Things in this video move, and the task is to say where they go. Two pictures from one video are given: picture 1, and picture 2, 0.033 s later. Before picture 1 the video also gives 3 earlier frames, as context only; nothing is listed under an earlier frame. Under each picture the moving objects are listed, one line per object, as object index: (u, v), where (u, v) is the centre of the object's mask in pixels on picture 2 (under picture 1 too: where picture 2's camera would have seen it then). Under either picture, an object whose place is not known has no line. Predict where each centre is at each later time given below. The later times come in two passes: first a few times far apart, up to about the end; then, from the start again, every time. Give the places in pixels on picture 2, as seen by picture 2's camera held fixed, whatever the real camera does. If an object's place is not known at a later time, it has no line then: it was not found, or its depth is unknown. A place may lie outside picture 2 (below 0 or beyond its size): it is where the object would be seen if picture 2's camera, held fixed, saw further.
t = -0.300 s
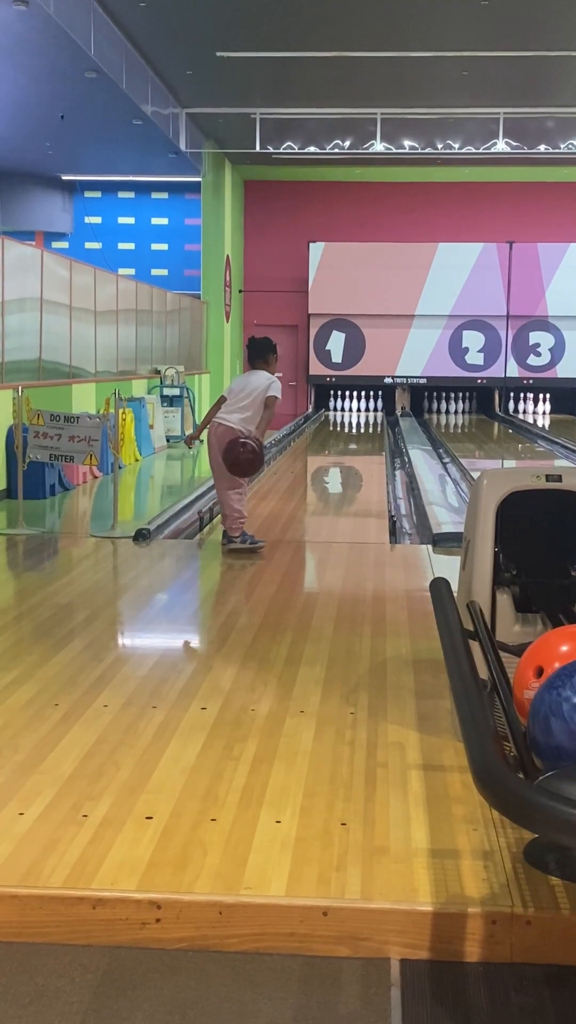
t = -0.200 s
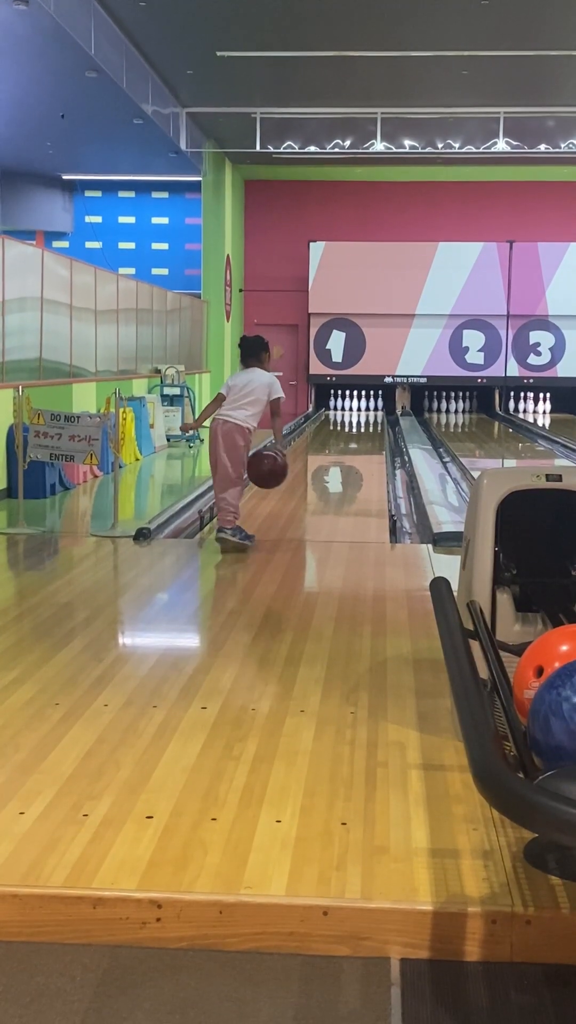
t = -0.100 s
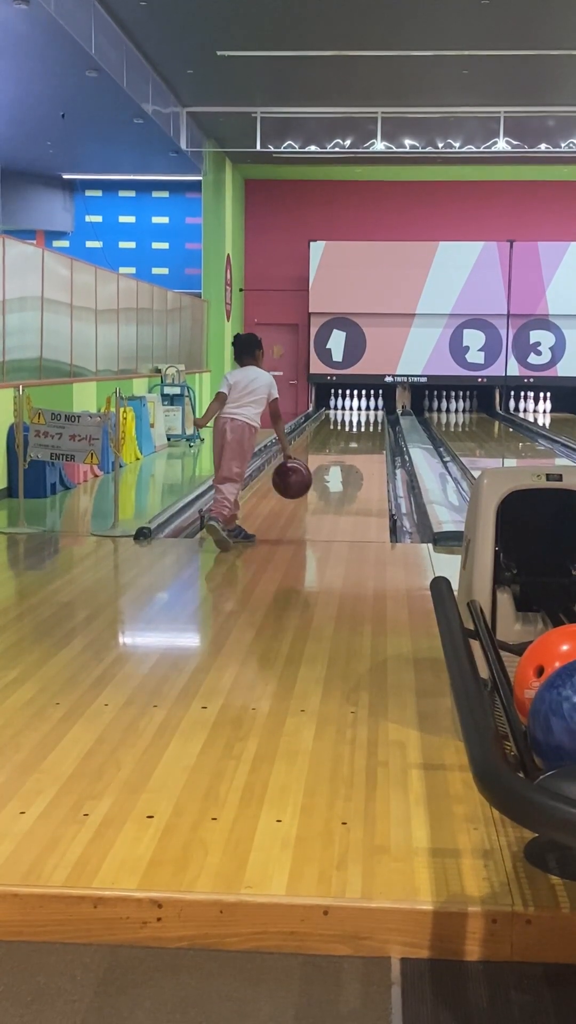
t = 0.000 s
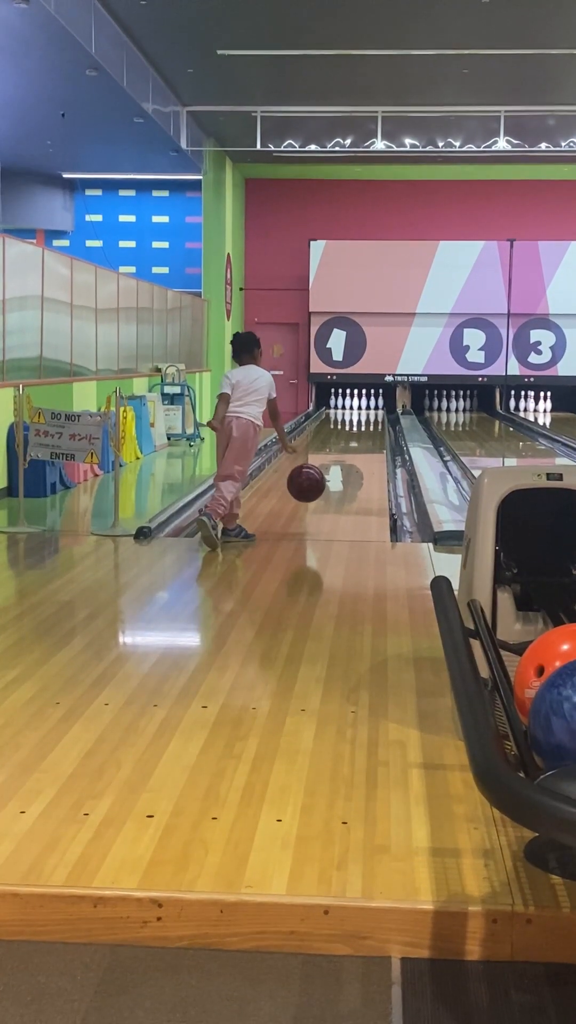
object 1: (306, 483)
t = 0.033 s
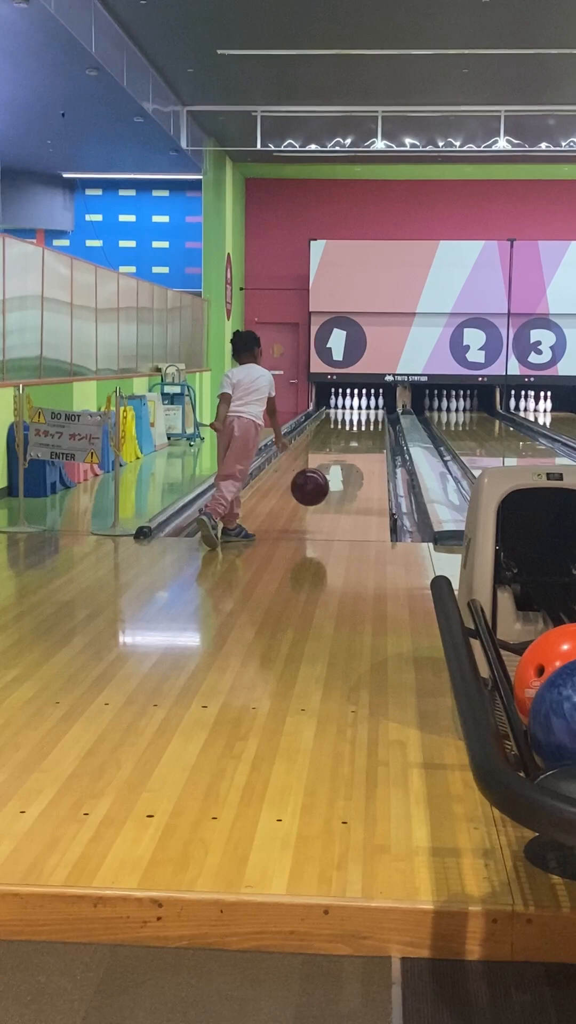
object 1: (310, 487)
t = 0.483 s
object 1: (347, 490)
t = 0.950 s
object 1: (374, 473)
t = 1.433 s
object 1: (362, 461)
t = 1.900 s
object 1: (351, 452)
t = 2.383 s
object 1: (341, 444)
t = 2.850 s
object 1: (333, 438)
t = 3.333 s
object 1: (326, 432)
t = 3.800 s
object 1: (320, 428)
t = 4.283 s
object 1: (312, 426)
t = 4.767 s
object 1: (317, 422)
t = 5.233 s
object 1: (323, 419)
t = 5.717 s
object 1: (327, 417)
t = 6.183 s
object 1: (332, 415)
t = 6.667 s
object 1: (337, 413)
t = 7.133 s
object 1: (341, 411)
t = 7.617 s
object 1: (346, 409)
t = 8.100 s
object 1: (351, 407)
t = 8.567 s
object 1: (354, 406)
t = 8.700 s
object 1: (356, 406)
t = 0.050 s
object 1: (311, 490)
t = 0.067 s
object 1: (313, 493)
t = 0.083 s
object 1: (314, 497)
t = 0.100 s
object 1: (316, 500)
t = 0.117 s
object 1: (318, 505)
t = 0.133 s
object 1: (319, 506)
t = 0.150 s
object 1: (321, 504)
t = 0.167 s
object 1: (322, 501)
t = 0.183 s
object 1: (324, 500)
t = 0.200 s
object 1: (325, 498)
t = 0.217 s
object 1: (326, 497)
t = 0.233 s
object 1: (328, 497)
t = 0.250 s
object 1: (329, 497)
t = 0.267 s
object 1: (331, 498)
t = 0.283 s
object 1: (332, 499)
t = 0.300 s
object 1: (333, 498)
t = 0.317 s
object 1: (334, 497)
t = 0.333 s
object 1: (336, 497)
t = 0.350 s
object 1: (337, 496)
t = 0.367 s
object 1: (339, 496)
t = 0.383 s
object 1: (340, 495)
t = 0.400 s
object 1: (341, 494)
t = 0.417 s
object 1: (343, 493)
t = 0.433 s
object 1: (344, 493)
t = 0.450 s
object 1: (345, 492)
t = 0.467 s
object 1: (346, 491)
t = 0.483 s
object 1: (347, 490)
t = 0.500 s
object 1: (348, 490)
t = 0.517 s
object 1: (350, 489)
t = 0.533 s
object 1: (351, 488)
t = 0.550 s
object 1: (352, 488)
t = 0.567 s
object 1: (353, 487)
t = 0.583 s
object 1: (354, 486)
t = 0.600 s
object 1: (355, 486)
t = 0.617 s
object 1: (356, 485)
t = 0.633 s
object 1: (357, 484)
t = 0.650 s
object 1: (358, 484)
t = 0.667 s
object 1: (359, 483)
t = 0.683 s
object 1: (360, 482)
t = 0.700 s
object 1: (361, 482)
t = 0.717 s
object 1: (362, 481)
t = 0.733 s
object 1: (363, 481)
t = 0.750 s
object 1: (364, 480)
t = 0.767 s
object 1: (365, 480)
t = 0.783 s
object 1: (365, 479)
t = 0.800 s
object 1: (366, 478)
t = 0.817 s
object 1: (367, 478)
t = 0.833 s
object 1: (368, 477)
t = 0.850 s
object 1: (369, 477)
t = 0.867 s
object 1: (370, 476)
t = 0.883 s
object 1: (371, 476)
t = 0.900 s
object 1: (372, 475)
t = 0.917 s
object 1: (373, 474)
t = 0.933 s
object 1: (373, 474)
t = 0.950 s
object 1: (374, 473)
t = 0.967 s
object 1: (375, 473)
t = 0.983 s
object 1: (375, 472)
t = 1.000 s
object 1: (375, 472)
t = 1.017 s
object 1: (375, 471)
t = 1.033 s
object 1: (374, 471)
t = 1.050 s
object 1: (374, 470)
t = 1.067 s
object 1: (373, 470)
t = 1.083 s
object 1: (372, 469)
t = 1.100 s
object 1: (372, 469)
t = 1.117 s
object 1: (371, 469)
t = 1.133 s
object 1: (371, 468)
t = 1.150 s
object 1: (370, 468)
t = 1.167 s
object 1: (370, 467)
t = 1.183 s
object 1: (369, 467)
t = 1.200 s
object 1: (369, 466)
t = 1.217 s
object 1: (368, 466)
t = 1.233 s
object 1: (368, 466)
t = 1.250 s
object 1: (367, 465)
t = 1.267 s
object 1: (367, 465)
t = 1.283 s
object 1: (366, 465)
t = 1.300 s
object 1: (366, 464)
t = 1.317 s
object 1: (365, 464)
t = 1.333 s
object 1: (365, 463)
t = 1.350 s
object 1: (364, 463)
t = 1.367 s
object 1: (364, 463)
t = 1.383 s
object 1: (364, 462)
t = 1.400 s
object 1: (363, 462)
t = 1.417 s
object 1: (363, 461)
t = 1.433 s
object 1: (362, 461)
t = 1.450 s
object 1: (362, 460)
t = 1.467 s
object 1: (362, 460)
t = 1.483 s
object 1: (361, 460)
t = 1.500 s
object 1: (361, 459)
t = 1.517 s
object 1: (360, 459)
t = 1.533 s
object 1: (360, 458)
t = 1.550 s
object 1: (360, 458)
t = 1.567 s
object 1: (359, 458)
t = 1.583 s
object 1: (359, 457)
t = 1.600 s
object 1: (358, 457)
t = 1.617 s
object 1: (358, 457)
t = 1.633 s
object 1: (357, 456)
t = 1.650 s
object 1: (357, 456)
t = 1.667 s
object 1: (357, 456)
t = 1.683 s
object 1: (356, 455)
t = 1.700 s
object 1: (356, 455)
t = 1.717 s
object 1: (355, 455)
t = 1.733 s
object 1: (355, 454)
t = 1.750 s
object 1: (355, 454)
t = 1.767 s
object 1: (354, 454)
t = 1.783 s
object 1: (354, 454)
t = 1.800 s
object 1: (353, 453)
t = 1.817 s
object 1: (353, 453)
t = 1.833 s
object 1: (353, 453)
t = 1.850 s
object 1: (352, 452)
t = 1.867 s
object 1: (352, 452)
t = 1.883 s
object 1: (352, 452)
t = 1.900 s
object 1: (351, 452)
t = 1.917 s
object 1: (351, 451)
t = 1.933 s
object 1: (351, 451)
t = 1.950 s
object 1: (350, 451)
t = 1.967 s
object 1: (350, 450)
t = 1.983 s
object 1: (350, 450)
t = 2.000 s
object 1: (350, 450)
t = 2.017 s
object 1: (349, 449)
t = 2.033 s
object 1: (349, 449)
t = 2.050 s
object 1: (349, 449)
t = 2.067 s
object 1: (348, 449)
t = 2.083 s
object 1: (348, 448)
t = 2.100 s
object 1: (347, 448)
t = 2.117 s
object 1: (347, 448)
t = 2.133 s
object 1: (347, 448)
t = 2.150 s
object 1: (346, 447)
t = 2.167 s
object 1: (346, 447)
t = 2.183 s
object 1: (346, 447)
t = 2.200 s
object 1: (345, 447)
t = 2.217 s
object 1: (345, 447)
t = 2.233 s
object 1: (344, 446)
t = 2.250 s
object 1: (344, 446)
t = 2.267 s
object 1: (344, 445)
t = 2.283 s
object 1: (343, 445)
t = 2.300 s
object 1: (343, 445)
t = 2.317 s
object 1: (343, 445)
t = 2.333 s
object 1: (342, 444)
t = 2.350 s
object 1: (342, 444)
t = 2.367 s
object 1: (342, 444)
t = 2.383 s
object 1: (341, 444)
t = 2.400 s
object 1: (341, 444)
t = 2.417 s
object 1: (341, 443)
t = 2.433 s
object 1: (341, 443)
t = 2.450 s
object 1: (340, 443)
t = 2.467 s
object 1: (340, 442)
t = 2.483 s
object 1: (340, 442)
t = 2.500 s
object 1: (340, 442)
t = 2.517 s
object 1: (339, 442)
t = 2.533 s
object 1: (339, 441)
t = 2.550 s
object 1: (339, 441)
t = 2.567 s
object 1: (339, 441)
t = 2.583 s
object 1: (338, 441)
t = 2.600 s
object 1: (338, 440)
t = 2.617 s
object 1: (338, 440)
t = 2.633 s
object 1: (338, 440)
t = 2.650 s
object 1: (337, 440)
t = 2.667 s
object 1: (337, 440)
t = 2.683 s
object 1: (337, 439)
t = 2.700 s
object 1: (336, 439)
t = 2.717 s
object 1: (336, 439)
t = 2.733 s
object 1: (335, 439)
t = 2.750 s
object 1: (335, 439)
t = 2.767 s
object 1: (335, 439)
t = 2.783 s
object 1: (335, 439)
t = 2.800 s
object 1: (334, 438)
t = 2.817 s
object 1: (334, 438)
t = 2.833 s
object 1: (334, 438)
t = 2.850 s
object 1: (333, 438)
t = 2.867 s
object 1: (333, 438)
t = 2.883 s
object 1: (333, 438)
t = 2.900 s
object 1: (333, 437)
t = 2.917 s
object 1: (332, 437)
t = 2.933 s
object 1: (332, 437)
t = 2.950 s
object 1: (332, 437)
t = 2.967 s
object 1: (332, 437)
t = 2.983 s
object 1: (332, 436)
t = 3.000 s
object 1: (331, 436)
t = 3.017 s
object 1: (331, 436)
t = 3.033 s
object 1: (331, 436)
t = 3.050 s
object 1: (330, 436)
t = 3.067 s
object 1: (330, 436)
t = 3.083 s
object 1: (330, 436)
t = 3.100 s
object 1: (330, 436)
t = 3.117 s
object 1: (330, 435)
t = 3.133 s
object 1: (329, 435)
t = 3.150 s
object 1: (329, 435)
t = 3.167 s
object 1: (329, 434)
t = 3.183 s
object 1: (328, 434)
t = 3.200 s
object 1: (328, 434)
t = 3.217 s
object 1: (328, 434)
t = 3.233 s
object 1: (328, 434)
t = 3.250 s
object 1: (327, 434)
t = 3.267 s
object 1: (327, 433)
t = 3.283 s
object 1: (327, 433)
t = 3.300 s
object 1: (326, 433)
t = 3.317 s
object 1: (326, 433)
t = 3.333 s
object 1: (326, 432)
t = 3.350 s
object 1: (326, 432)
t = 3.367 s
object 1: (326, 432)
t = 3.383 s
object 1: (325, 432)
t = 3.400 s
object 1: (325, 432)
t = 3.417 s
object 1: (324, 431)
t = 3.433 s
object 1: (324, 432)
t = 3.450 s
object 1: (324, 431)
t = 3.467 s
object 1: (324, 431)
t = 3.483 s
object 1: (324, 431)
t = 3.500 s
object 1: (323, 431)
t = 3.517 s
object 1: (323, 430)
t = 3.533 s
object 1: (323, 430)
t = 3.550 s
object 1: (323, 430)
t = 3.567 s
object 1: (323, 430)
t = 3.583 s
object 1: (322, 430)
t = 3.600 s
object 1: (322, 430)
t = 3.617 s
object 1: (322, 430)
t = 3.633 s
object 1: (322, 430)
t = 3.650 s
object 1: (321, 430)
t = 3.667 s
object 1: (321, 429)
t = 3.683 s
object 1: (321, 429)
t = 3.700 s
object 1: (321, 429)
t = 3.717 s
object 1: (321, 429)
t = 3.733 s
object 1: (321, 429)
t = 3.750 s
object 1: (320, 429)
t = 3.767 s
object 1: (320, 429)
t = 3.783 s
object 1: (320, 429)
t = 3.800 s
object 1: (320, 428)
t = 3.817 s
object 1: (319, 428)
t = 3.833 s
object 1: (319, 428)
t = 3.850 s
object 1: (319, 428)
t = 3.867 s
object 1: (319, 428)
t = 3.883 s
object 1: (319, 428)
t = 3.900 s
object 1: (318, 428)
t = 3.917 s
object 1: (318, 428)
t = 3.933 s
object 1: (318, 427)
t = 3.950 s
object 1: (317, 427)
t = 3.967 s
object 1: (317, 427)
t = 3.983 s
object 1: (317, 427)
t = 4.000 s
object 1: (316, 427)
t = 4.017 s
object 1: (316, 427)
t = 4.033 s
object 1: (316, 427)
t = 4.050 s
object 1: (316, 427)
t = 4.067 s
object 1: (316, 426)
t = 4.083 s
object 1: (315, 426)
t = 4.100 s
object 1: (315, 426)
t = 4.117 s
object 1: (315, 426)
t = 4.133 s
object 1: (314, 426)
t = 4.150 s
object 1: (314, 426)
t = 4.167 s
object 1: (314, 426)
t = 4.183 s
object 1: (314, 426)
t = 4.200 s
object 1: (313, 426)
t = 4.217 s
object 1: (313, 426)
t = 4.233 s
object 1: (313, 425)
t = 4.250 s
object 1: (312, 426)
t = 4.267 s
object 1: (312, 426)
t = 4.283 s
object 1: (312, 426)
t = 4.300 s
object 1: (312, 426)
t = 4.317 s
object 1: (312, 425)
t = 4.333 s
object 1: (312, 425)
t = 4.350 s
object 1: (311, 425)
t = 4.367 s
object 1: (311, 425)
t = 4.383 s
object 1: (311, 425)
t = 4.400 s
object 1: (311, 425)
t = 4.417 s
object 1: (311, 425)
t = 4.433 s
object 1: (311, 425)
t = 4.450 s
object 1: (312, 425)
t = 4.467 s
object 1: (312, 424)
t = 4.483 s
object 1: (312, 424)
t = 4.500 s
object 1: (313, 424)
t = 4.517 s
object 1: (313, 423)
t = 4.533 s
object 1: (313, 424)
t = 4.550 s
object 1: (313, 423)
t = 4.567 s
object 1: (313, 423)
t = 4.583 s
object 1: (314, 423)
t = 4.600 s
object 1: (315, 423)
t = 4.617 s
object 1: (314, 423)
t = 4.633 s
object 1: (314, 423)
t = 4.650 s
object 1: (314, 422)
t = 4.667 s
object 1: (315, 422)
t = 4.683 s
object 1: (315, 422)
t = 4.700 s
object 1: (315, 422)
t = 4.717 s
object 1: (315, 422)
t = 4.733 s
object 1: (316, 422)
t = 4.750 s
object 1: (316, 422)
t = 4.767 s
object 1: (317, 422)
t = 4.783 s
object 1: (317, 422)
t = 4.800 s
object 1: (317, 422)
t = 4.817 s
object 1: (317, 422)
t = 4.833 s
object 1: (317, 422)
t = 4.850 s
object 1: (317, 421)
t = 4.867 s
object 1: (318, 421)
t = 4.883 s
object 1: (318, 421)
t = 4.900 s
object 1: (318, 421)
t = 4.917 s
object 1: (318, 421)
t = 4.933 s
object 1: (318, 421)
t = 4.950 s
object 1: (319, 421)
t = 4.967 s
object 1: (319, 421)
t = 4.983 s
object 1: (319, 421)
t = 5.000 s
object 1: (319, 420)
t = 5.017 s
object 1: (319, 420)
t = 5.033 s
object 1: (319, 420)
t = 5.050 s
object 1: (320, 420)
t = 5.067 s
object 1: (320, 420)
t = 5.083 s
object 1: (320, 420)
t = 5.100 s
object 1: (321, 420)
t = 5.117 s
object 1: (322, 420)
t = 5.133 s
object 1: (322, 420)
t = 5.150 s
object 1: (322, 420)
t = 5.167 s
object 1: (321, 420)
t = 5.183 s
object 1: (322, 419)
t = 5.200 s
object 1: (322, 419)
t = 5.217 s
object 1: (322, 420)
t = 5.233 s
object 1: (323, 419)
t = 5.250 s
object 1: (323, 419)
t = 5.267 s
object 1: (323, 419)
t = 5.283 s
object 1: (323, 419)
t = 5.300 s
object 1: (323, 419)
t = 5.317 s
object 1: (323, 419)
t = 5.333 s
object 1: (324, 419)
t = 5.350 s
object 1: (324, 419)
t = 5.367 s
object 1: (324, 419)
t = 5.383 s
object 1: (324, 418)
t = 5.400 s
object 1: (324, 418)
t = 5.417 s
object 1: (324, 418)
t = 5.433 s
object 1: (324, 418)
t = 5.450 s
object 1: (325, 418)
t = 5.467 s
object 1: (325, 418)
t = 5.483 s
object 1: (325, 418)
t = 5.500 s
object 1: (325, 417)
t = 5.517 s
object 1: (325, 418)
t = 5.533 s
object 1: (325, 417)
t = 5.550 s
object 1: (326, 417)
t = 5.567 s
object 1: (326, 417)
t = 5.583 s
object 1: (326, 417)
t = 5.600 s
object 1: (326, 417)
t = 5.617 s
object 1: (326, 417)
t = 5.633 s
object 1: (326, 417)
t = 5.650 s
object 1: (326, 417)
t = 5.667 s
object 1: (327, 417)
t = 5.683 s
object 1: (327, 417)
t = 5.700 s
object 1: (327, 417)
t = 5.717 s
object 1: (327, 417)
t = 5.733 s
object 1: (328, 417)
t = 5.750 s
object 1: (328, 416)
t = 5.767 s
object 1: (328, 416)
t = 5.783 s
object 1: (328, 416)
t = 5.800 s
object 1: (328, 416)
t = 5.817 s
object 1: (328, 416)
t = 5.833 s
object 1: (328, 416)
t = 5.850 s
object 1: (328, 416)
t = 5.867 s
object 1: (328, 416)
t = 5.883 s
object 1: (328, 416)
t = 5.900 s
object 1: (329, 416)
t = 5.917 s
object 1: (329, 416)
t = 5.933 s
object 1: (329, 416)
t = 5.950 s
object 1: (329, 416)
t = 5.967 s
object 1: (330, 416)
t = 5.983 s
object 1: (329, 416)
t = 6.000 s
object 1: (330, 416)
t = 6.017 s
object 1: (330, 416)
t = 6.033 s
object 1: (330, 416)
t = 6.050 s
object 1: (330, 415)
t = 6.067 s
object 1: (331, 416)
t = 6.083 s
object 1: (331, 415)
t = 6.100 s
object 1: (331, 416)
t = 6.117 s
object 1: (331, 415)
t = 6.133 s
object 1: (331, 415)
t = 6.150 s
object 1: (332, 415)
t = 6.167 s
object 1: (332, 415)
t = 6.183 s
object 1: (332, 415)
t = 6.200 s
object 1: (332, 415)
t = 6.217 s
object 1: (332, 415)
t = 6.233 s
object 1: (332, 415)
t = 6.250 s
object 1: (332, 415)
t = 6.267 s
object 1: (332, 414)
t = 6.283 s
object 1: (332, 414)
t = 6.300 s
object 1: (333, 414)
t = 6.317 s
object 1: (333, 414)
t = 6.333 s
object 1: (333, 414)
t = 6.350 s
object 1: (333, 414)
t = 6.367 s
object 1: (333, 414)
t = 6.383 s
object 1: (333, 414)
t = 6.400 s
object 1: (333, 414)
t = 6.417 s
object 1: (334, 414)
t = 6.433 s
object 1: (335, 414)
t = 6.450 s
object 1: (335, 414)
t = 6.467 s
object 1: (335, 414)
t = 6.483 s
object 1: (335, 414)
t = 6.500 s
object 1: (335, 413)
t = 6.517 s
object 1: (336, 413)
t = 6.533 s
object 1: (336, 414)
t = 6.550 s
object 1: (336, 413)
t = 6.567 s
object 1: (336, 413)
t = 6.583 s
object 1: (336, 413)
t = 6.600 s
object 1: (336, 413)
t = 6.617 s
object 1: (337, 413)
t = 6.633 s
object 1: (337, 413)
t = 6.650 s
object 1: (337, 413)
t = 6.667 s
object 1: (337, 413)
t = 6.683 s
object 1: (337, 413)
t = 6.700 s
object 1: (338, 412)
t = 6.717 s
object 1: (338, 412)
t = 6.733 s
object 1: (338, 412)
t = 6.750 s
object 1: (338, 412)
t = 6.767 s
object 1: (338, 412)
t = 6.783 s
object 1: (338, 412)
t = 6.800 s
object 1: (338, 412)
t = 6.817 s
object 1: (339, 412)
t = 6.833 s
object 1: (339, 412)
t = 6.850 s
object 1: (339, 412)
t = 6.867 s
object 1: (339, 412)
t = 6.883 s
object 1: (339, 412)
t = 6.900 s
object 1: (339, 412)
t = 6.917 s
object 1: (339, 411)
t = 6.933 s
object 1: (340, 411)
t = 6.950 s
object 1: (340, 411)
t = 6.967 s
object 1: (340, 411)
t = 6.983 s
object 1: (340, 411)
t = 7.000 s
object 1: (340, 411)
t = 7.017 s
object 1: (340, 411)
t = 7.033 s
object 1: (340, 411)
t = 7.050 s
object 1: (341, 411)
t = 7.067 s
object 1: (341, 411)
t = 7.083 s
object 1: (341, 411)
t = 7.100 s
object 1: (341, 411)
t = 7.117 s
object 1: (341, 411)
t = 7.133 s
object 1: (341, 411)
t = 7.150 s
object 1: (341, 411)
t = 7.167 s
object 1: (342, 411)
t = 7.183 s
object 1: (342, 411)
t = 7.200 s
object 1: (342, 411)
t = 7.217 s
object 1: (342, 411)
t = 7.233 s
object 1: (342, 411)
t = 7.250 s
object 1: (342, 411)
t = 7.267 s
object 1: (342, 411)
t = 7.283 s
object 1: (342, 411)
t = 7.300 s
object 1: (343, 410)
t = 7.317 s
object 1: (344, 410)
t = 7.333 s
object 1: (344, 410)
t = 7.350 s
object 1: (344, 410)
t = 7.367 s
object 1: (344, 410)
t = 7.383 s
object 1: (344, 410)
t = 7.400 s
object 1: (345, 410)
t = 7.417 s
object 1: (345, 410)
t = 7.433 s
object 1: (345, 410)
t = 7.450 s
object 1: (345, 409)
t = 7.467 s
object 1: (345, 409)
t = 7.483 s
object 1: (345, 409)
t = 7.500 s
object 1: (345, 409)
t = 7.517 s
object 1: (345, 409)
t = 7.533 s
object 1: (346, 409)
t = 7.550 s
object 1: (346, 409)
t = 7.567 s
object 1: (346, 409)
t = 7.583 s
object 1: (346, 409)
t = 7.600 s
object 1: (346, 409)
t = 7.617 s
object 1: (346, 409)
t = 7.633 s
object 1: (346, 409)
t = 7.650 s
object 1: (347, 409)
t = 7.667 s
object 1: (347, 409)
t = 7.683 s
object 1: (347, 409)
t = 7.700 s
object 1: (347, 409)
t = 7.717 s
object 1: (347, 409)
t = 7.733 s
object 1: (347, 409)
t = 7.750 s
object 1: (348, 409)
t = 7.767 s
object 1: (348, 409)
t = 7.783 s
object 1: (348, 409)
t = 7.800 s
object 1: (348, 409)
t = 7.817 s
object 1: (348, 408)
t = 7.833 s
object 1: (348, 408)
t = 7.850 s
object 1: (348, 408)
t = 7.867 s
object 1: (348, 408)
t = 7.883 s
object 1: (349, 408)
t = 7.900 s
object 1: (349, 408)
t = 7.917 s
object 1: (349, 408)
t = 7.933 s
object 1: (349, 408)
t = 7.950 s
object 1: (349, 408)
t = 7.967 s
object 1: (350, 408)
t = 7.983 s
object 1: (349, 408)
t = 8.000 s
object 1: (350, 408)
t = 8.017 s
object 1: (350, 408)
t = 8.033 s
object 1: (350, 408)
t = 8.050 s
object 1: (350, 408)
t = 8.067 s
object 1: (350, 408)
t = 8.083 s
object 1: (351, 407)
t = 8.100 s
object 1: (351, 407)
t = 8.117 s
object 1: (351, 407)
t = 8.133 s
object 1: (351, 407)
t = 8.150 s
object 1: (351, 407)
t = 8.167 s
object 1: (352, 407)
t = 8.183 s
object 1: (352, 407)
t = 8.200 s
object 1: (352, 407)
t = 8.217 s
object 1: (352, 407)
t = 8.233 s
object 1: (352, 407)
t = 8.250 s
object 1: (352, 407)
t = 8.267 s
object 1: (352, 407)
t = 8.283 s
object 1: (353, 407)
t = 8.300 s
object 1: (353, 407)
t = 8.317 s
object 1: (353, 407)
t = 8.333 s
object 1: (353, 407)
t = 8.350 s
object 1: (353, 407)
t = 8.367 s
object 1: (353, 407)
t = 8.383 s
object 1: (353, 407)
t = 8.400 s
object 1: (354, 407)
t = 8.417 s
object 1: (354, 407)
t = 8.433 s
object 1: (354, 406)
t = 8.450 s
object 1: (354, 406)
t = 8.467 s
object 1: (354, 406)
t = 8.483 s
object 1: (354, 406)
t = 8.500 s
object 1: (354, 406)
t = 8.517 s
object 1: (354, 406)
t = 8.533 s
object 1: (354, 406)
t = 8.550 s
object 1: (354, 406)
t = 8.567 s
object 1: (354, 406)
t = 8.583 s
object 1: (355, 406)
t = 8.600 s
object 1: (355, 406)
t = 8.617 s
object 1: (355, 406)
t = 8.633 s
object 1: (355, 406)
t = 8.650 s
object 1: (355, 406)
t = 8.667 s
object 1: (355, 406)
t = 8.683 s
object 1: (355, 406)
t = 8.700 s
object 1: (356, 406)
